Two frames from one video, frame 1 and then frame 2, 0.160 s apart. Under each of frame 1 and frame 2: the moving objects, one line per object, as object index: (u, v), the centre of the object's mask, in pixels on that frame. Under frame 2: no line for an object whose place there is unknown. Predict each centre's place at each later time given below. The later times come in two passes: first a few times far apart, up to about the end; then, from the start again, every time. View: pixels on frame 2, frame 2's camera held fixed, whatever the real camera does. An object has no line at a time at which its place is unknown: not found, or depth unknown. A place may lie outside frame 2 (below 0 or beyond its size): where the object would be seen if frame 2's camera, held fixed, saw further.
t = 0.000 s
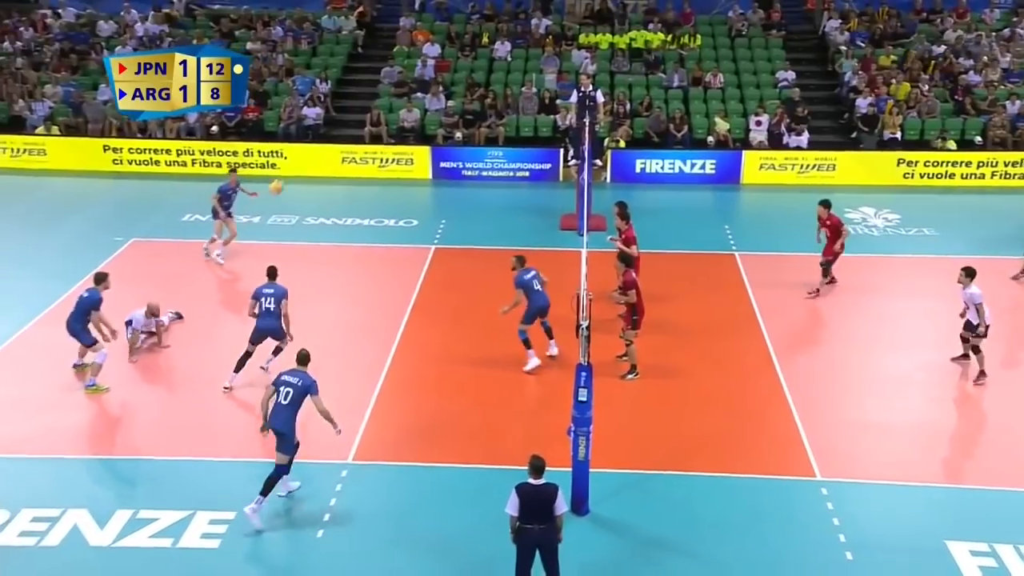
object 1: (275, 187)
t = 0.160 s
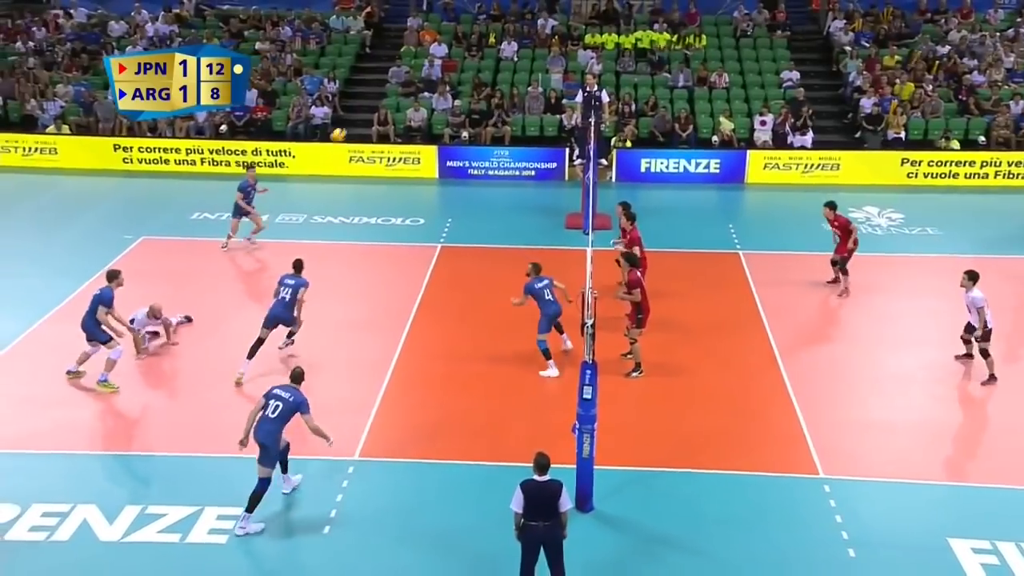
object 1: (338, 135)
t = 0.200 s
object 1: (351, 124)
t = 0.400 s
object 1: (416, 86)
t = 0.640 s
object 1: (490, 70)
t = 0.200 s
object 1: (351, 124)
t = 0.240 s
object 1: (364, 115)
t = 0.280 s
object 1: (378, 106)
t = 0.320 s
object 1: (391, 98)
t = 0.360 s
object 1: (404, 92)
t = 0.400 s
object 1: (416, 86)
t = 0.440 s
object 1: (428, 82)
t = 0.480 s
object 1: (442, 77)
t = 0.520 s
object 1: (452, 74)
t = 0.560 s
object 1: (465, 72)
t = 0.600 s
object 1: (478, 71)
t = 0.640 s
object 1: (490, 70)
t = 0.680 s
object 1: (502, 70)
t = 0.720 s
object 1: (513, 72)
